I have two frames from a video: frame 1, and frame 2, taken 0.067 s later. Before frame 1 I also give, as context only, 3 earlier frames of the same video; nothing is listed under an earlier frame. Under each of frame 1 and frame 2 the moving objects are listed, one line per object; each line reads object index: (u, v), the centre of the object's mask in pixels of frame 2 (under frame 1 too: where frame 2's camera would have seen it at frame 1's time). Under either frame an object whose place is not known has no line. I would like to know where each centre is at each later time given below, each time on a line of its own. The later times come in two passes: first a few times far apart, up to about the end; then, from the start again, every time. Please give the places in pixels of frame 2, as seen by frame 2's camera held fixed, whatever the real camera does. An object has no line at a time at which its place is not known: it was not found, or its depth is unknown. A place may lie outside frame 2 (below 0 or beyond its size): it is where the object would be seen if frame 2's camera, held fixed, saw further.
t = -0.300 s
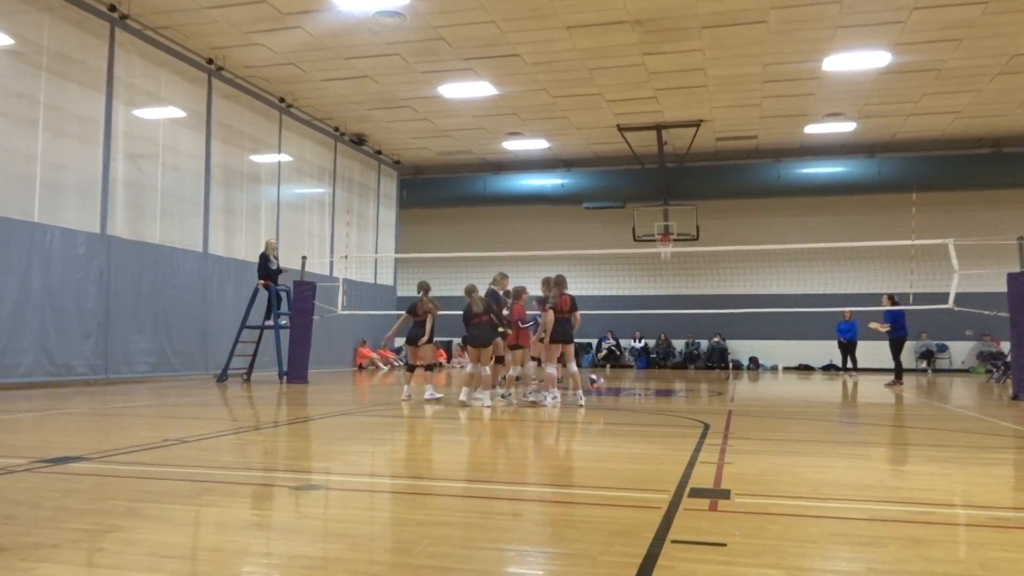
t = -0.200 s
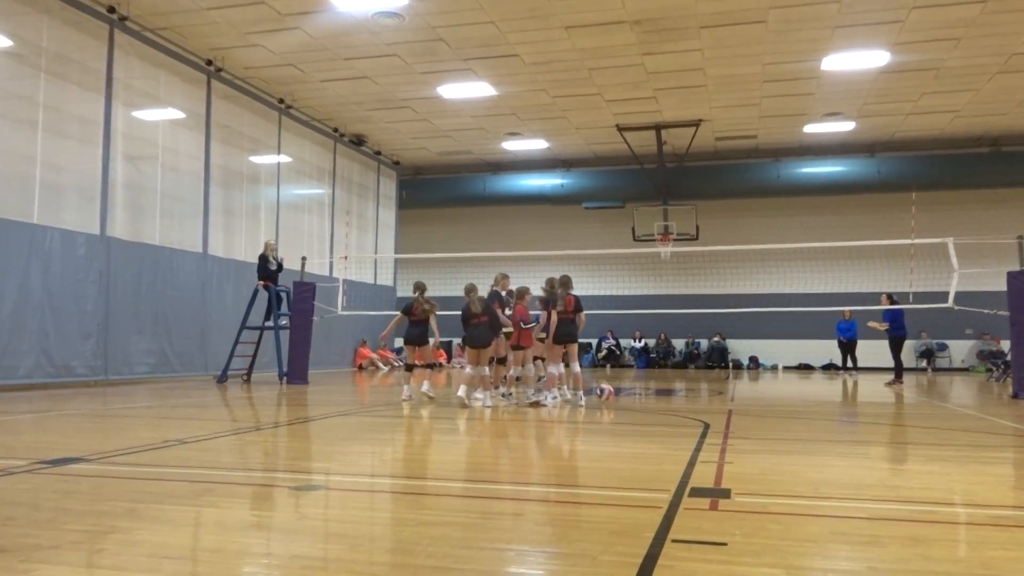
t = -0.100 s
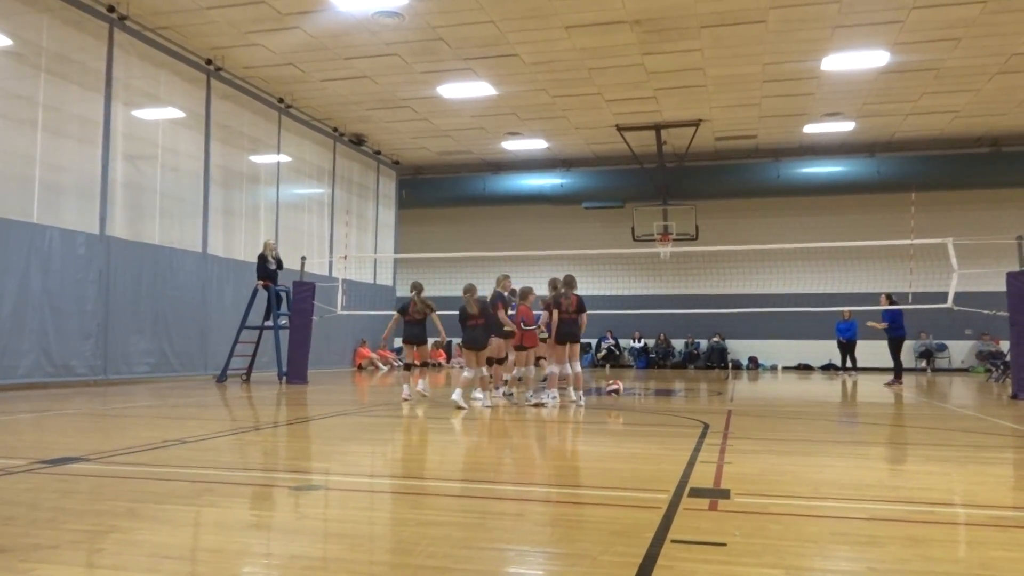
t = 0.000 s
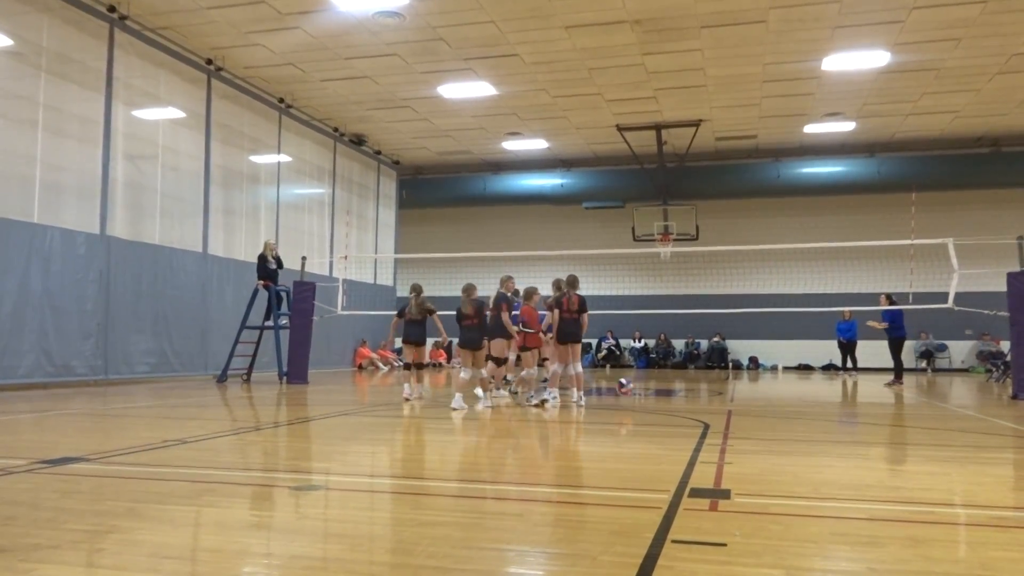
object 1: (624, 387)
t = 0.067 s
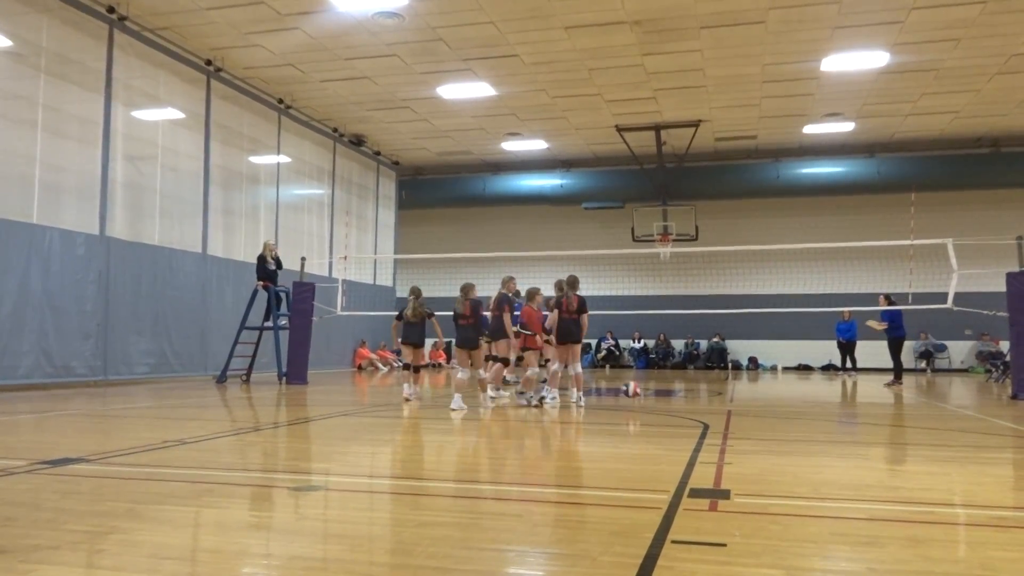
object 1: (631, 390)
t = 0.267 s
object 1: (652, 393)
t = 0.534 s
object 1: (683, 397)
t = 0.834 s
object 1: (719, 404)
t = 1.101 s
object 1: (753, 408)
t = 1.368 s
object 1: (792, 414)
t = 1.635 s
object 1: (834, 419)
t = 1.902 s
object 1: (880, 424)
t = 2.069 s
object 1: (912, 428)
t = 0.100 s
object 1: (635, 392)
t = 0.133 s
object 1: (638, 396)
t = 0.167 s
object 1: (642, 399)
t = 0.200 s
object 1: (645, 396)
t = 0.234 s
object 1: (649, 394)
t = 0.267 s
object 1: (652, 393)
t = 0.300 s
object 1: (656, 393)
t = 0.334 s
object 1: (660, 393)
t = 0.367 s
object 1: (663, 396)
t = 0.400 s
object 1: (667, 398)
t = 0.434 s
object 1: (671, 401)
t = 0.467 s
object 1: (674, 399)
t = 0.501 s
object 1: (679, 398)
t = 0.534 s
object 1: (683, 397)
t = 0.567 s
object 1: (687, 398)
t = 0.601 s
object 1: (691, 399)
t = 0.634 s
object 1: (695, 400)
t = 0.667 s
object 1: (699, 403)
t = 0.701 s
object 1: (703, 404)
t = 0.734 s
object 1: (706, 402)
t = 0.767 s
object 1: (711, 402)
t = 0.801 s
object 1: (715, 402)
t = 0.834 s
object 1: (719, 404)
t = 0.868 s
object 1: (724, 407)
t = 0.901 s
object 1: (728, 406)
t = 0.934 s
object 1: (732, 406)
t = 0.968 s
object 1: (737, 405)
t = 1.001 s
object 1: (740, 406)
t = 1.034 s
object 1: (744, 410)
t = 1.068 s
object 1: (749, 409)
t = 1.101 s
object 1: (753, 408)
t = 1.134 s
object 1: (758, 410)
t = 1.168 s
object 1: (763, 411)
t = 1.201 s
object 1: (768, 411)
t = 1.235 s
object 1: (773, 412)
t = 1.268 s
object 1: (777, 413)
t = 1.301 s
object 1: (782, 412)
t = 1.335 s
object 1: (787, 413)
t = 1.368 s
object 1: (792, 414)
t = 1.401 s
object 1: (797, 414)
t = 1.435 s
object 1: (802, 415)
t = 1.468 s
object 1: (808, 416)
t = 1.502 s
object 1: (812, 416)
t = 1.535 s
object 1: (818, 417)
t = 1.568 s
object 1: (823, 418)
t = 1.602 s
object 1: (828, 418)
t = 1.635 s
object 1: (834, 419)
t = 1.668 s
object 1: (840, 420)
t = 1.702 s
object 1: (845, 420)
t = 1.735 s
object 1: (850, 421)
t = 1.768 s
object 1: (857, 421)
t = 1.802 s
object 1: (863, 422)
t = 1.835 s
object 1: (868, 423)
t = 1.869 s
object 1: (874, 424)
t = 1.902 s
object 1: (880, 424)
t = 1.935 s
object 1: (886, 425)
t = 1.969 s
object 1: (892, 426)
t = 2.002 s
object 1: (898, 426)
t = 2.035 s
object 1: (905, 428)
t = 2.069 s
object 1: (912, 428)
